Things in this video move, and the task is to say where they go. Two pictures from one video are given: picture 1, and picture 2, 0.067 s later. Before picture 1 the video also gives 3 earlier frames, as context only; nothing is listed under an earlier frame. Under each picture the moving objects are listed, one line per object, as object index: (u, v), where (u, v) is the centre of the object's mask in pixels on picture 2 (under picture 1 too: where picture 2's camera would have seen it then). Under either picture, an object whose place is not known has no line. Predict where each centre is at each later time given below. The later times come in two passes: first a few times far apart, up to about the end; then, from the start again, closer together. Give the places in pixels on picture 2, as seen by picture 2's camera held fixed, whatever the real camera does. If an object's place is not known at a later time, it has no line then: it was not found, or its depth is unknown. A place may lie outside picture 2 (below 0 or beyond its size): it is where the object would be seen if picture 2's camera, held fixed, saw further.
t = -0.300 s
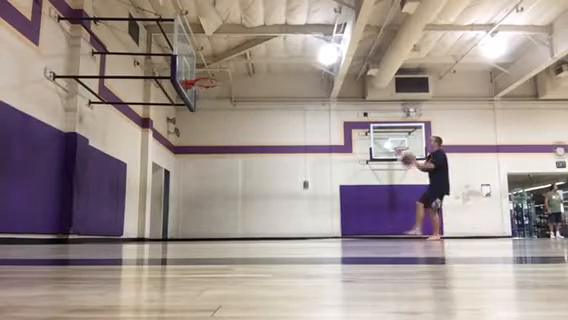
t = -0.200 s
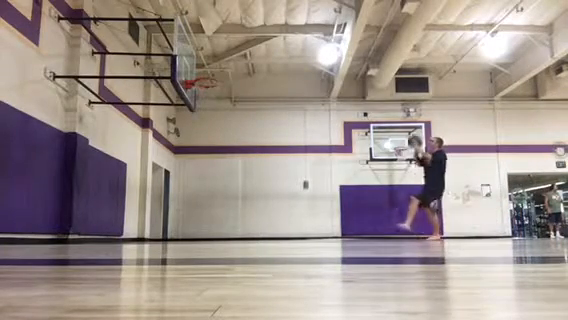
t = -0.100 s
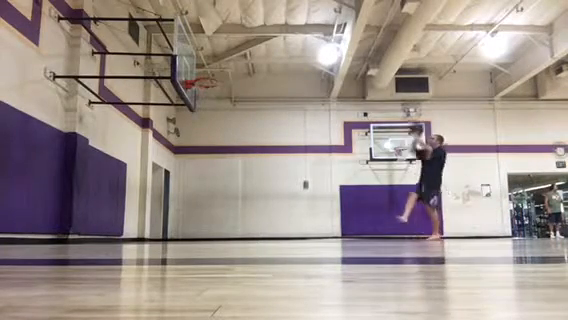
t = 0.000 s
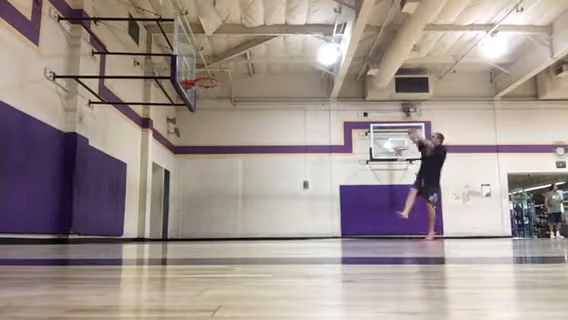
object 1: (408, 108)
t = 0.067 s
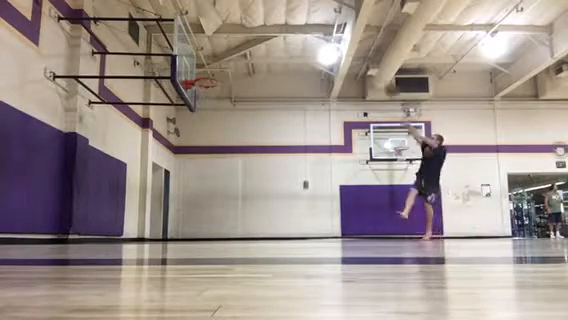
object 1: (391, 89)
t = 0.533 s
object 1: (292, 29)
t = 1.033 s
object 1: (202, 76)
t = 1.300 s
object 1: (244, 94)
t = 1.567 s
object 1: (277, 139)
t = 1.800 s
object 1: (300, 196)
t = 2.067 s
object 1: (318, 206)
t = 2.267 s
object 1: (327, 178)
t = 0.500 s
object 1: (299, 30)
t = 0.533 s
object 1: (292, 29)
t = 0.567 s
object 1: (287, 29)
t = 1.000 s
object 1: (201, 74)
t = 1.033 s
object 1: (202, 76)
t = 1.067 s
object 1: (214, 77)
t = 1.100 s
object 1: (218, 77)
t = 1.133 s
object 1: (222, 79)
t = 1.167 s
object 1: (226, 81)
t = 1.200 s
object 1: (231, 85)
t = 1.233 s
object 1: (235, 86)
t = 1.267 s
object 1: (240, 90)
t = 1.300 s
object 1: (244, 94)
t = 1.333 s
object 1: (248, 98)
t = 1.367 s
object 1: (252, 102)
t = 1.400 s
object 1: (257, 108)
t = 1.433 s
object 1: (261, 113)
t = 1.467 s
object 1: (265, 119)
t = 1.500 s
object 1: (269, 126)
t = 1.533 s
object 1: (272, 132)
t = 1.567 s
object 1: (277, 139)
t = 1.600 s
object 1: (279, 144)
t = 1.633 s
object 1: (283, 155)
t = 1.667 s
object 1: (287, 162)
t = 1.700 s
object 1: (290, 170)
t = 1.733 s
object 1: (293, 178)
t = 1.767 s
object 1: (297, 187)
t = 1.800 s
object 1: (300, 196)
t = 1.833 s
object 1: (303, 206)
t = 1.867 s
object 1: (307, 217)
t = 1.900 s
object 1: (309, 228)
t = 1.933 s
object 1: (312, 233)
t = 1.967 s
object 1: (314, 227)
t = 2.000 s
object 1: (315, 219)
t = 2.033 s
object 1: (316, 212)
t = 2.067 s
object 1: (318, 206)
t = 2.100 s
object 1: (319, 199)
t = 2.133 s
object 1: (321, 194)
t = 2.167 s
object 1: (323, 190)
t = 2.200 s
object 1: (324, 185)
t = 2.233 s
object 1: (325, 181)
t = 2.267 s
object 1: (327, 178)
